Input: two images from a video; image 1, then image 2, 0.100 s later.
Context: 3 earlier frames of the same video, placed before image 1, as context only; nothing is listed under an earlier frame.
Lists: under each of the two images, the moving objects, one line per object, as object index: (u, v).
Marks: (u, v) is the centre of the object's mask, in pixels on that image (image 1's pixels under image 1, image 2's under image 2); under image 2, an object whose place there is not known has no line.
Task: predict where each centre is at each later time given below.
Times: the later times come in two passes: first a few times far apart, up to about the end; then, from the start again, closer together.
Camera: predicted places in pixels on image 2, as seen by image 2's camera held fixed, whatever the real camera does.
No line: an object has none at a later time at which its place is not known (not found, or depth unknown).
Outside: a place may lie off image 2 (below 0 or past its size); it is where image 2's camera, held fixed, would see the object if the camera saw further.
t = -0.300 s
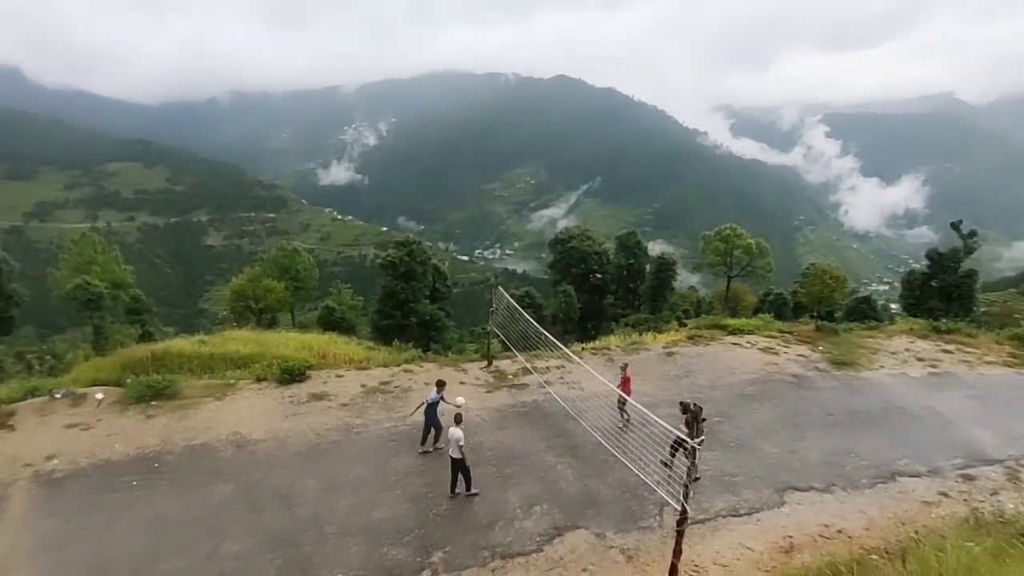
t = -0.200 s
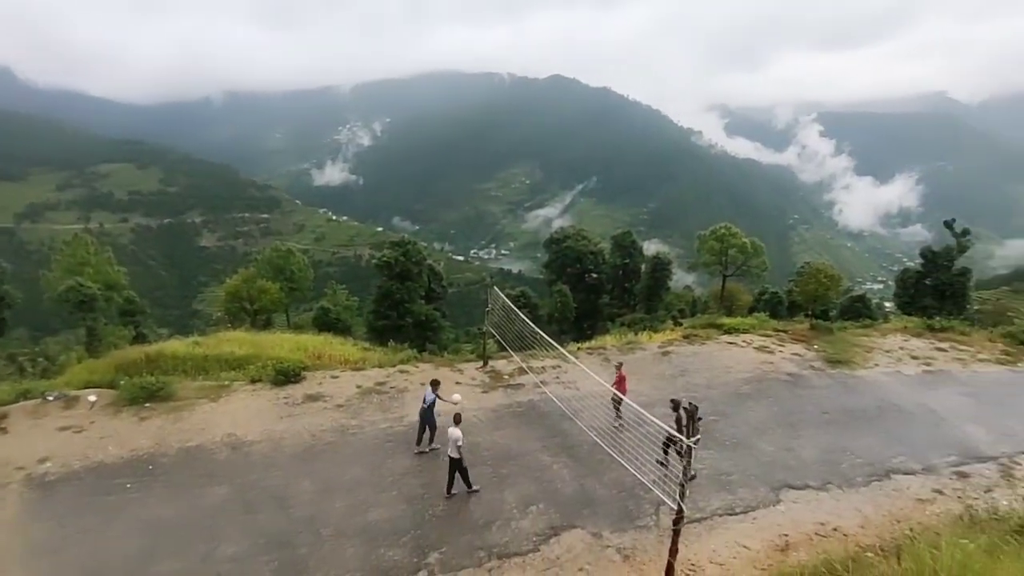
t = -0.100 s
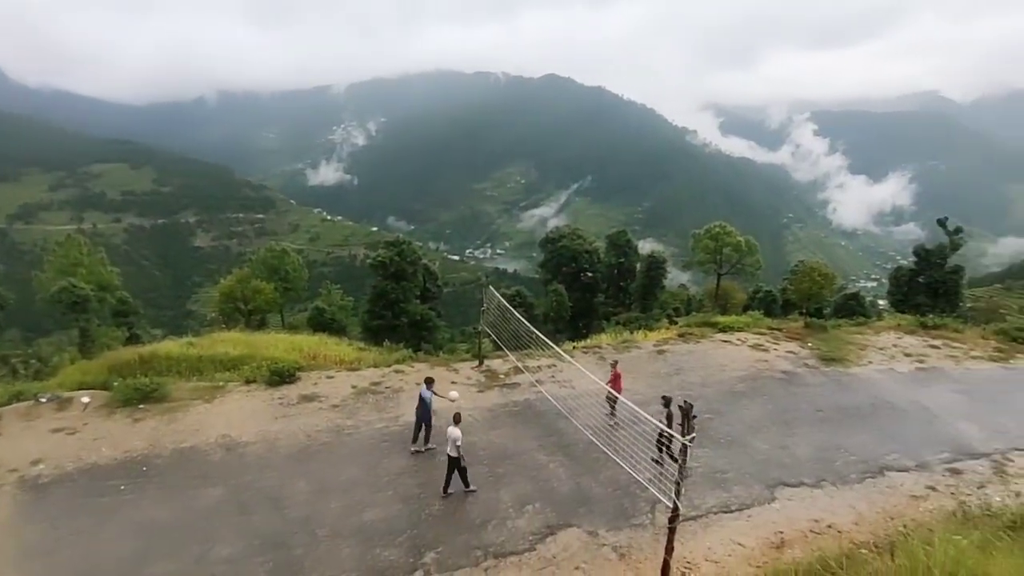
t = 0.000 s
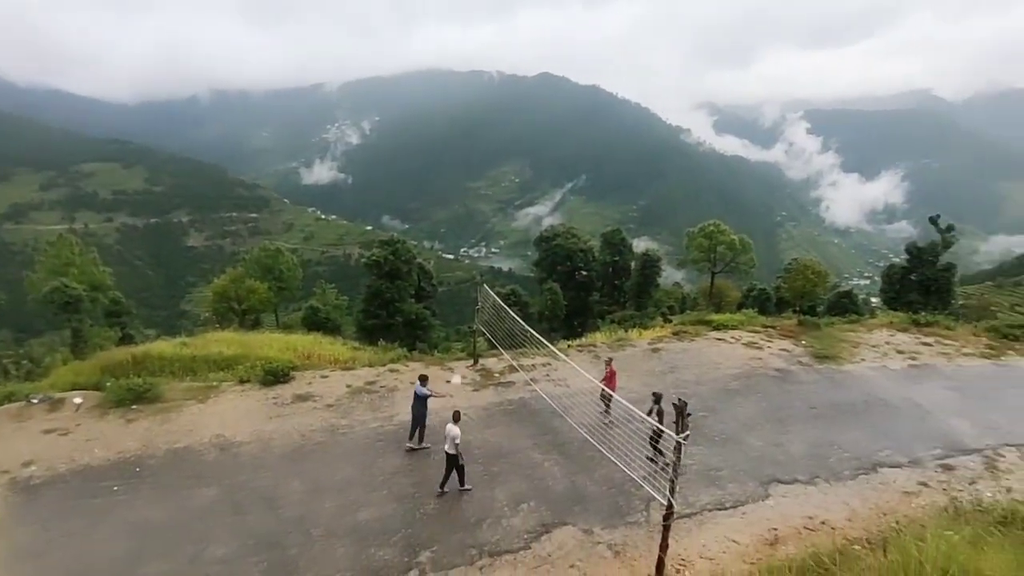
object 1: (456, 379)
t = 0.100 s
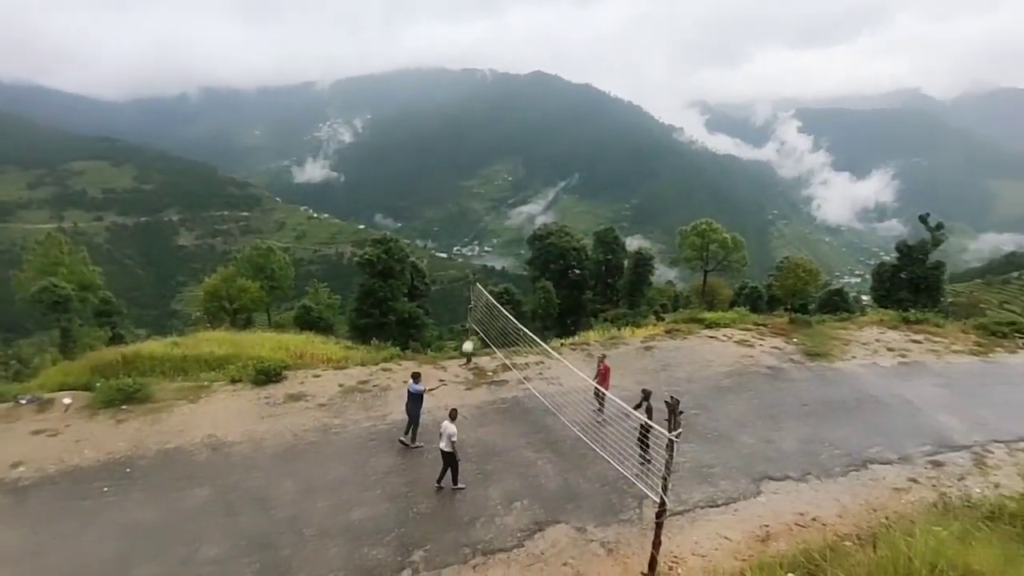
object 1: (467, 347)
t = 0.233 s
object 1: (492, 310)
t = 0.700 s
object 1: (572, 253)
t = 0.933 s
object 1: (607, 262)
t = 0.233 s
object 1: (492, 310)
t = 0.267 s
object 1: (498, 303)
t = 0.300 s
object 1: (503, 296)
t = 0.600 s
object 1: (556, 257)
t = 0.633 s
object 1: (561, 255)
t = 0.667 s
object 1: (566, 253)
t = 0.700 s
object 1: (572, 253)
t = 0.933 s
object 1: (607, 262)
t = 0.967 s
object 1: (612, 265)
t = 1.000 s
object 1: (616, 268)
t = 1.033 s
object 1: (621, 272)
